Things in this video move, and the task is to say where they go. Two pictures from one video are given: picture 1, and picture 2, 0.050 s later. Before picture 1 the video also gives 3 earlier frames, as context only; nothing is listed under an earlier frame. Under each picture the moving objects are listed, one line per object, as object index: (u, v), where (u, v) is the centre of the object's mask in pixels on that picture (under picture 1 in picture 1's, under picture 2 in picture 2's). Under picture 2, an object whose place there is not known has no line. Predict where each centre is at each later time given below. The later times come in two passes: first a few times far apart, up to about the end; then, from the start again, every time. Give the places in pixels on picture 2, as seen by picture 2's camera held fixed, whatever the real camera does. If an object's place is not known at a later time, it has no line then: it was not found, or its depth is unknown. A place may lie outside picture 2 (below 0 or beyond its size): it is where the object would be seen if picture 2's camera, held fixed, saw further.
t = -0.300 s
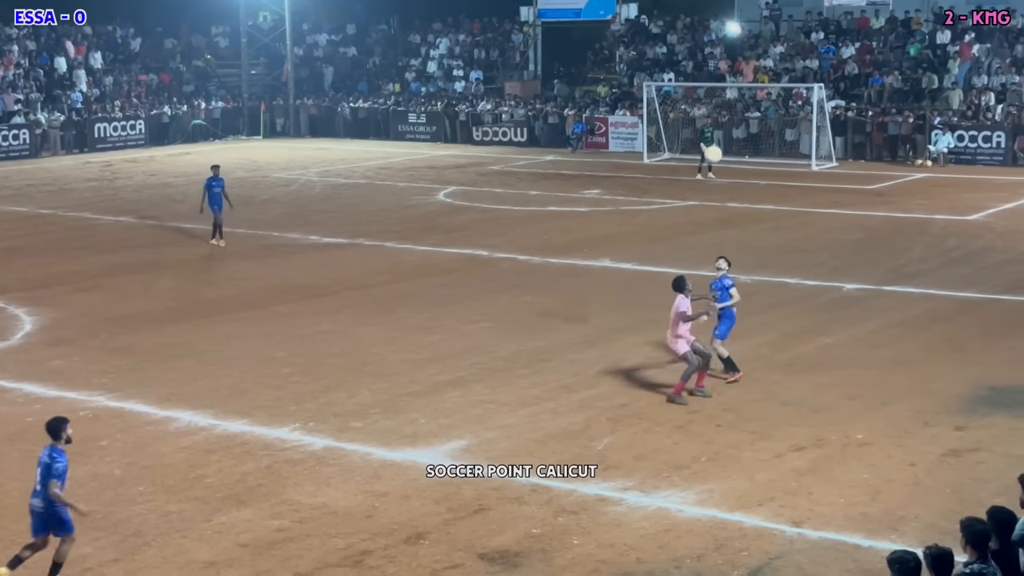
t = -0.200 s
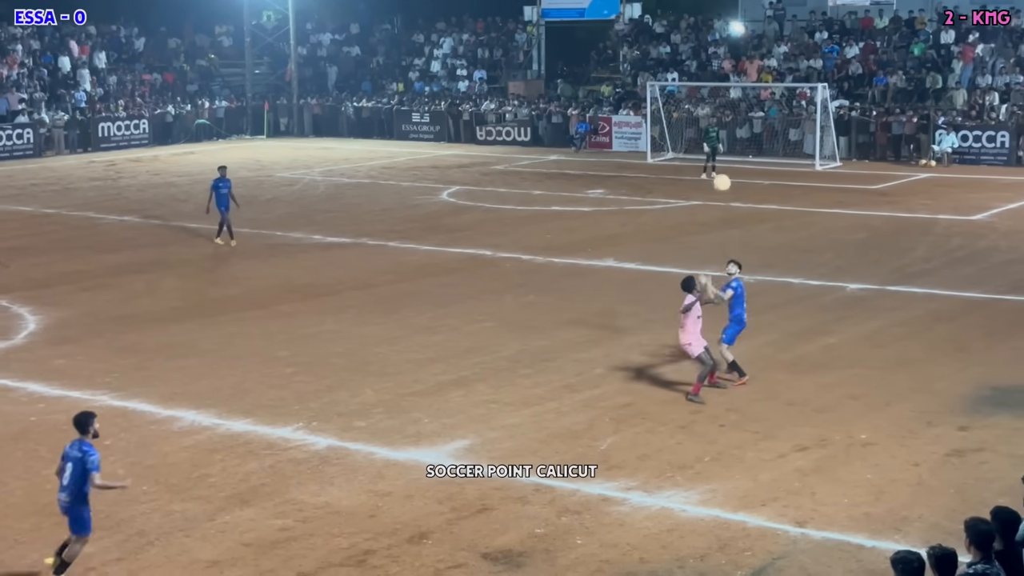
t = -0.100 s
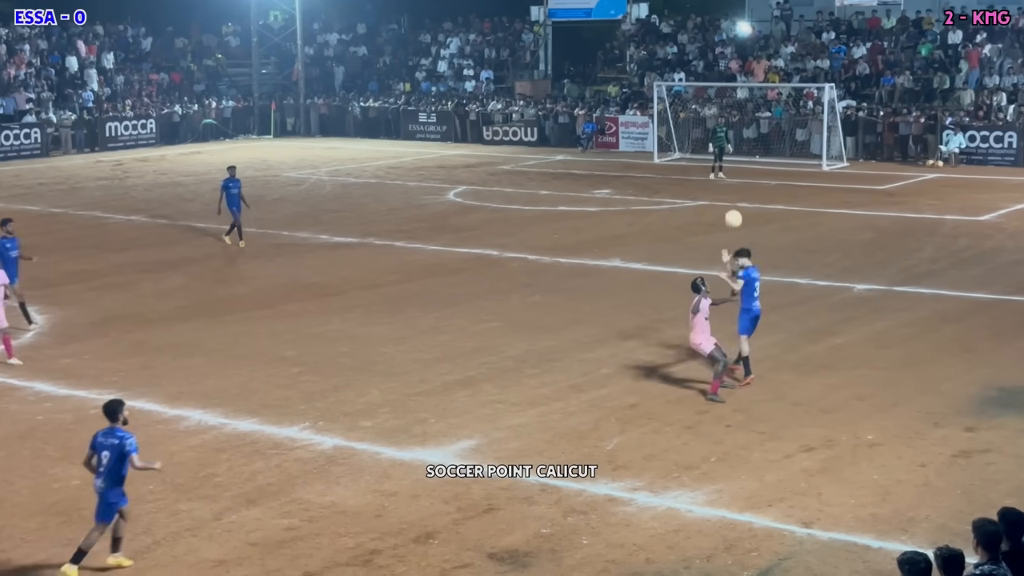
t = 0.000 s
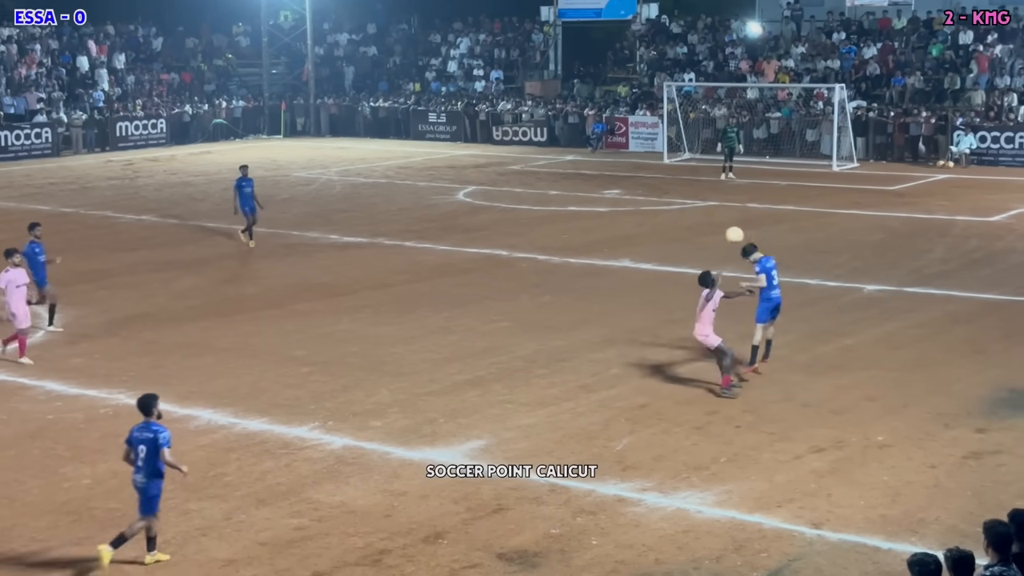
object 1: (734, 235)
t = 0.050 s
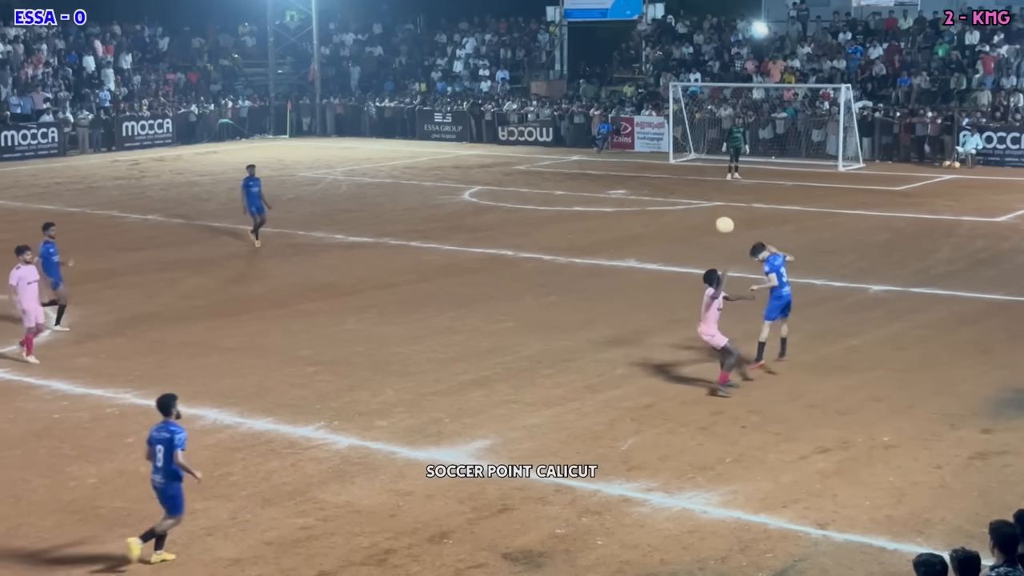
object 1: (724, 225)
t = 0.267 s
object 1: (657, 202)
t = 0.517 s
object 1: (576, 220)
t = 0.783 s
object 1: (486, 297)
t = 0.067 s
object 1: (719, 222)
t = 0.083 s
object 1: (714, 219)
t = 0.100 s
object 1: (709, 216)
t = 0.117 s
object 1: (704, 214)
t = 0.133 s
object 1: (698, 212)
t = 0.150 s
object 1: (693, 210)
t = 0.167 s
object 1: (688, 208)
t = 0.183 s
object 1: (683, 207)
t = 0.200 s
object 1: (678, 205)
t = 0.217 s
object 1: (673, 204)
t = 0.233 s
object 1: (668, 203)
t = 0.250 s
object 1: (663, 202)
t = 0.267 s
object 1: (657, 202)
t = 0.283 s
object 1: (652, 201)
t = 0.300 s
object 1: (646, 201)
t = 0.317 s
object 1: (641, 201)
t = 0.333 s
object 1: (636, 201)
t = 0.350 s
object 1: (630, 202)
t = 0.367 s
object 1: (625, 203)
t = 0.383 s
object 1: (619, 204)
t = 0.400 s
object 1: (614, 205)
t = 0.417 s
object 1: (608, 206)
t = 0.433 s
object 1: (603, 208)
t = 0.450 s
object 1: (597, 210)
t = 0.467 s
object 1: (592, 212)
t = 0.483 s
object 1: (586, 215)
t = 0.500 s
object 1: (581, 217)
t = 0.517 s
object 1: (576, 220)
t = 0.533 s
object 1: (570, 223)
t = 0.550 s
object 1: (565, 226)
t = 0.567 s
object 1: (560, 230)
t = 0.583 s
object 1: (554, 234)
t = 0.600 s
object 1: (549, 238)
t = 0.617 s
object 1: (543, 242)
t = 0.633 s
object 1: (537, 246)
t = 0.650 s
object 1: (532, 250)
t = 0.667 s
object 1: (526, 255)
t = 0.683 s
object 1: (520, 261)
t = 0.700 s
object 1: (515, 266)
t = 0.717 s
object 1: (509, 272)
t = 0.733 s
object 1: (503, 278)
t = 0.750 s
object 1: (498, 284)
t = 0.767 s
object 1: (492, 290)
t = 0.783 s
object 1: (486, 297)
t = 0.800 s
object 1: (481, 304)
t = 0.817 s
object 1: (475, 311)
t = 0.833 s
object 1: (470, 318)
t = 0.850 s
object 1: (465, 326)
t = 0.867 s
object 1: (458, 333)
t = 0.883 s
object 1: (453, 342)
